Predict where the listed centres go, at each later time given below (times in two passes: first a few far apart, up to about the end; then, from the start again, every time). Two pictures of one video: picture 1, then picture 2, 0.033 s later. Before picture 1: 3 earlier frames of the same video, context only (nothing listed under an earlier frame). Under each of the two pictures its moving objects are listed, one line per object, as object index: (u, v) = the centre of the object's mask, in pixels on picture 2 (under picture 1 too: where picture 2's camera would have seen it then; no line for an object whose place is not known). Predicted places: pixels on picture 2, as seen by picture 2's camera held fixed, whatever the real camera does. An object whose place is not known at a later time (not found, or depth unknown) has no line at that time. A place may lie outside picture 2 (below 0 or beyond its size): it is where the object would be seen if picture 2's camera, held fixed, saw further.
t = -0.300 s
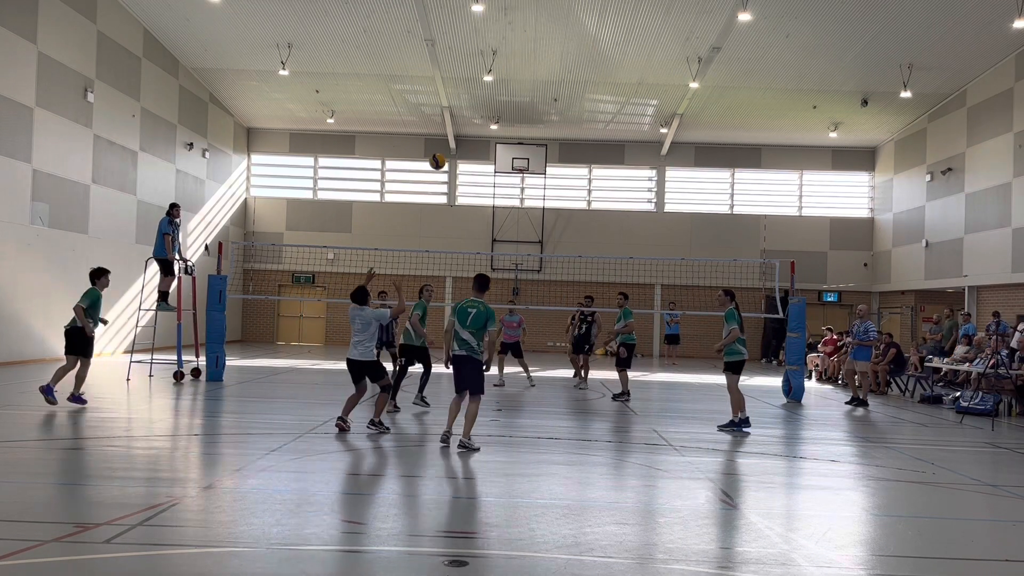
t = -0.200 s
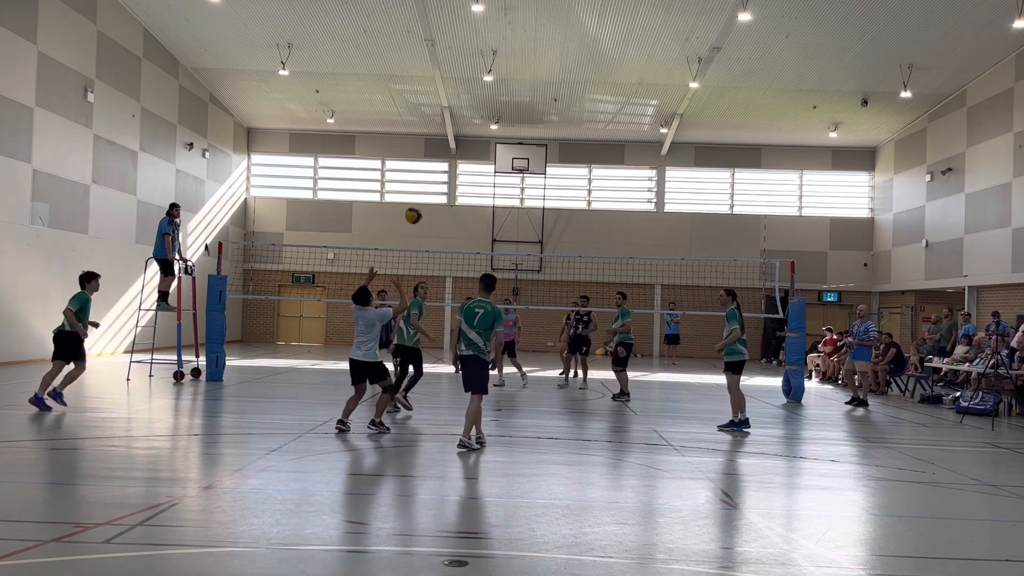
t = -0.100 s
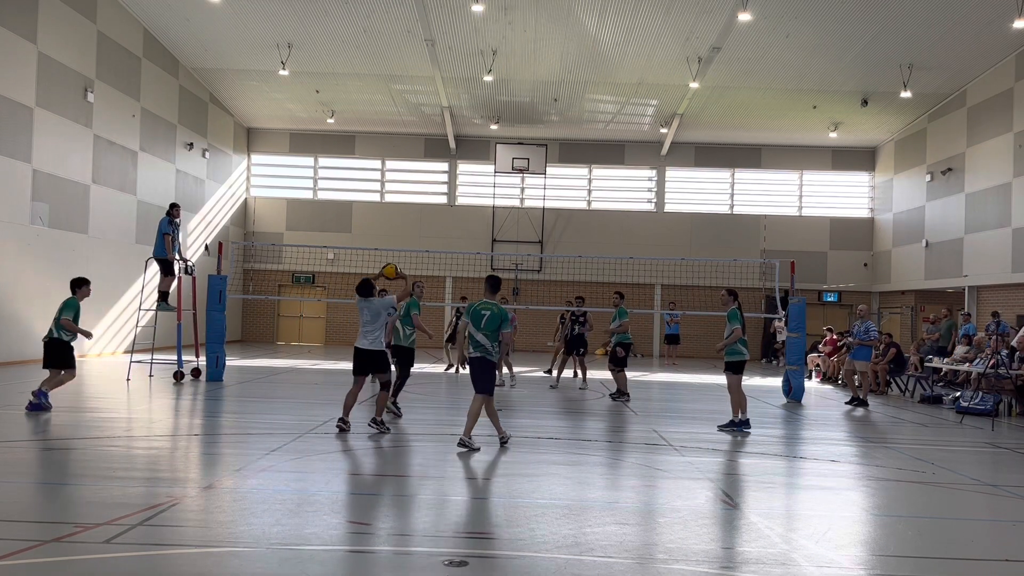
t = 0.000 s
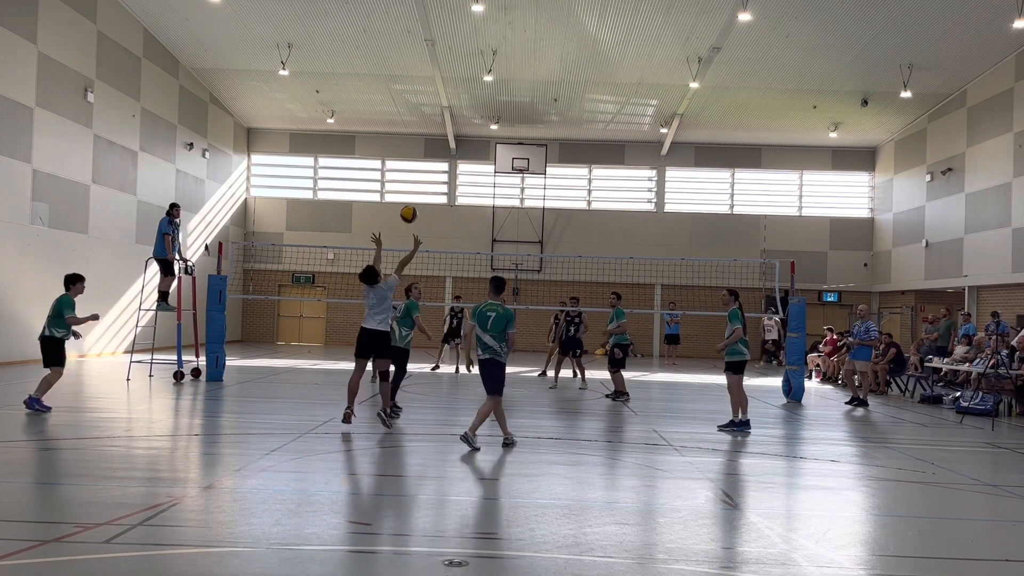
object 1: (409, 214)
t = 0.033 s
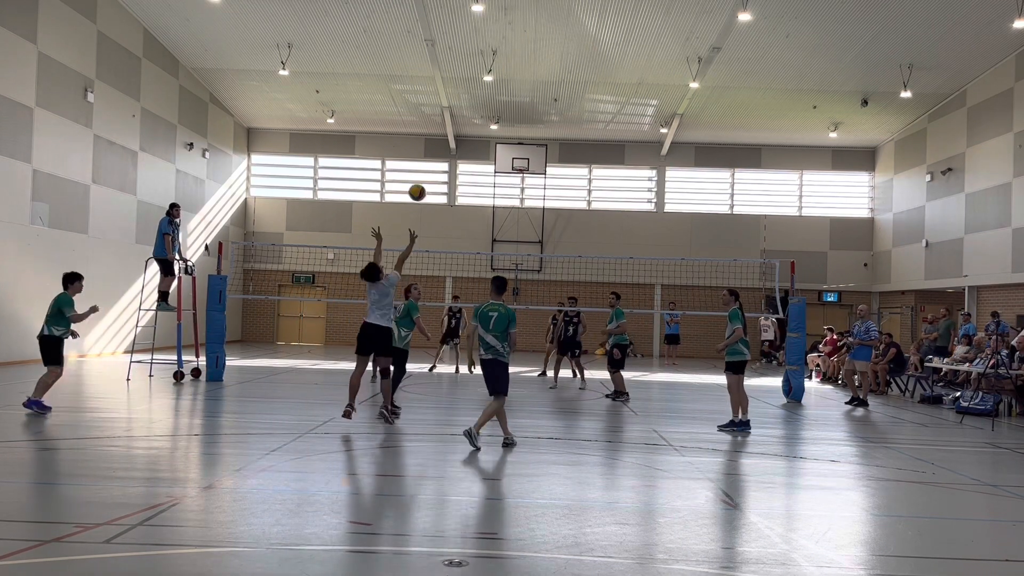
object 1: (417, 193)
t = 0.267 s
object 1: (469, 79)
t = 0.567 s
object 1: (524, 16)
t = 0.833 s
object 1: (565, 19)
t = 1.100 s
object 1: (599, 69)
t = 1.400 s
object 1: (629, 169)
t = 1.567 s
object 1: (643, 241)
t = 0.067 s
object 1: (425, 172)
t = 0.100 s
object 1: (433, 153)
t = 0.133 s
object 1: (440, 136)
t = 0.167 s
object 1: (448, 120)
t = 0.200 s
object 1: (455, 105)
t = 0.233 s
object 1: (462, 91)
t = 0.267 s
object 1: (469, 79)
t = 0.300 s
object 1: (475, 68)
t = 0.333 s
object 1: (482, 58)
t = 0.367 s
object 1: (488, 49)
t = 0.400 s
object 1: (495, 41)
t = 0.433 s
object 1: (501, 34)
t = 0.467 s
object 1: (507, 27)
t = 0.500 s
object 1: (513, 23)
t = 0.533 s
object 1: (519, 19)
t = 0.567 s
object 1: (524, 16)
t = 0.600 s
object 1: (530, 13)
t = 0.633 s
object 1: (535, 12)
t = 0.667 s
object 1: (540, 11)
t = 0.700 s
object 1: (545, 11)
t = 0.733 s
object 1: (550, 12)
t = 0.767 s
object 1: (555, 14)
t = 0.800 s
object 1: (560, 16)
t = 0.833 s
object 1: (565, 19)
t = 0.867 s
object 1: (570, 23)
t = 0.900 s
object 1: (574, 28)
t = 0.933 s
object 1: (578, 33)
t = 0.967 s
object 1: (583, 39)
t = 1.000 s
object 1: (587, 45)
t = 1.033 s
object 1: (591, 52)
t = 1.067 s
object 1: (595, 60)
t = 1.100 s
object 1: (599, 69)
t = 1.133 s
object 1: (603, 78)
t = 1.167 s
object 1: (606, 87)
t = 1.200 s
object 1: (610, 97)
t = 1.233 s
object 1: (613, 108)
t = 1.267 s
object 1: (616, 119)
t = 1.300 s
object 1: (620, 131)
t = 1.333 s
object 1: (623, 143)
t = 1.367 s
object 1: (626, 156)
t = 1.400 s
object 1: (629, 169)
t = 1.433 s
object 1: (632, 182)
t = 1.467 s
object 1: (635, 196)
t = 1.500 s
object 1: (638, 211)
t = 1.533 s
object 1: (640, 226)
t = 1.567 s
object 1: (643, 241)
